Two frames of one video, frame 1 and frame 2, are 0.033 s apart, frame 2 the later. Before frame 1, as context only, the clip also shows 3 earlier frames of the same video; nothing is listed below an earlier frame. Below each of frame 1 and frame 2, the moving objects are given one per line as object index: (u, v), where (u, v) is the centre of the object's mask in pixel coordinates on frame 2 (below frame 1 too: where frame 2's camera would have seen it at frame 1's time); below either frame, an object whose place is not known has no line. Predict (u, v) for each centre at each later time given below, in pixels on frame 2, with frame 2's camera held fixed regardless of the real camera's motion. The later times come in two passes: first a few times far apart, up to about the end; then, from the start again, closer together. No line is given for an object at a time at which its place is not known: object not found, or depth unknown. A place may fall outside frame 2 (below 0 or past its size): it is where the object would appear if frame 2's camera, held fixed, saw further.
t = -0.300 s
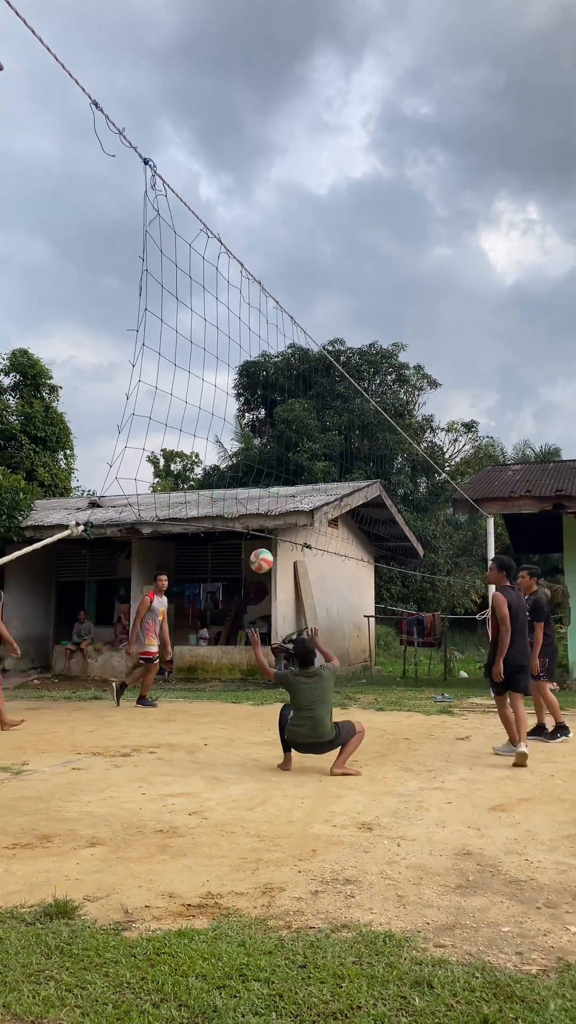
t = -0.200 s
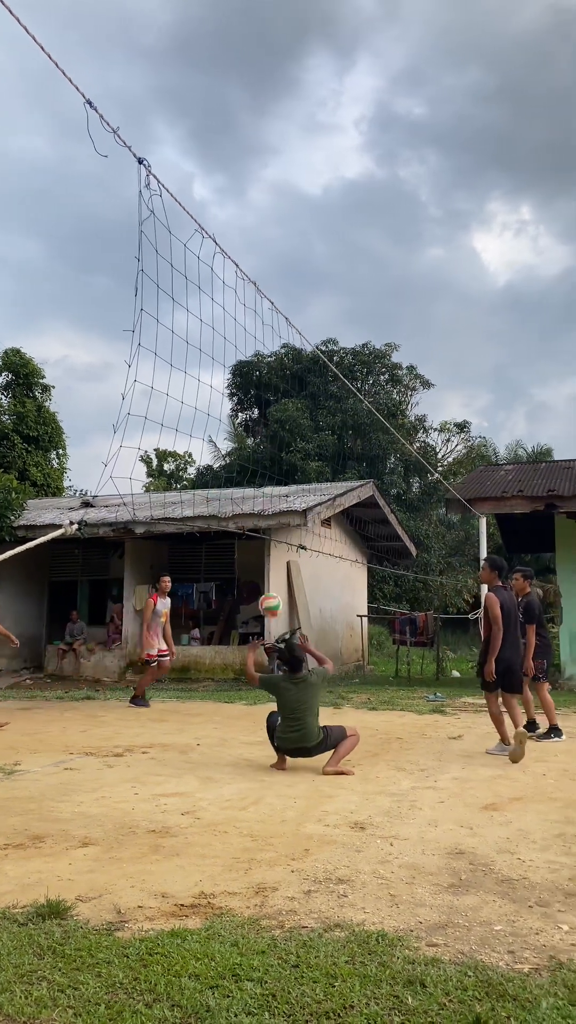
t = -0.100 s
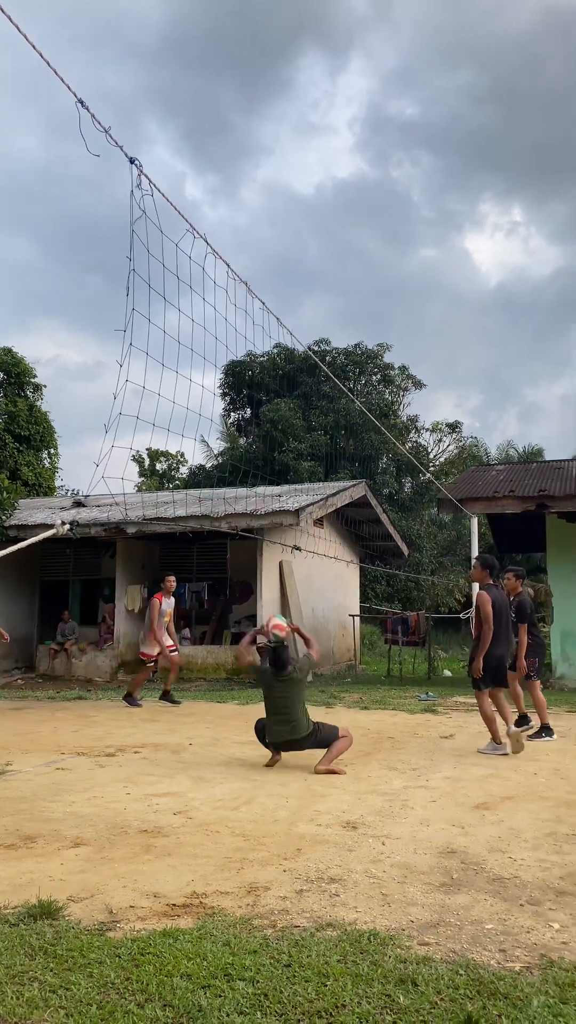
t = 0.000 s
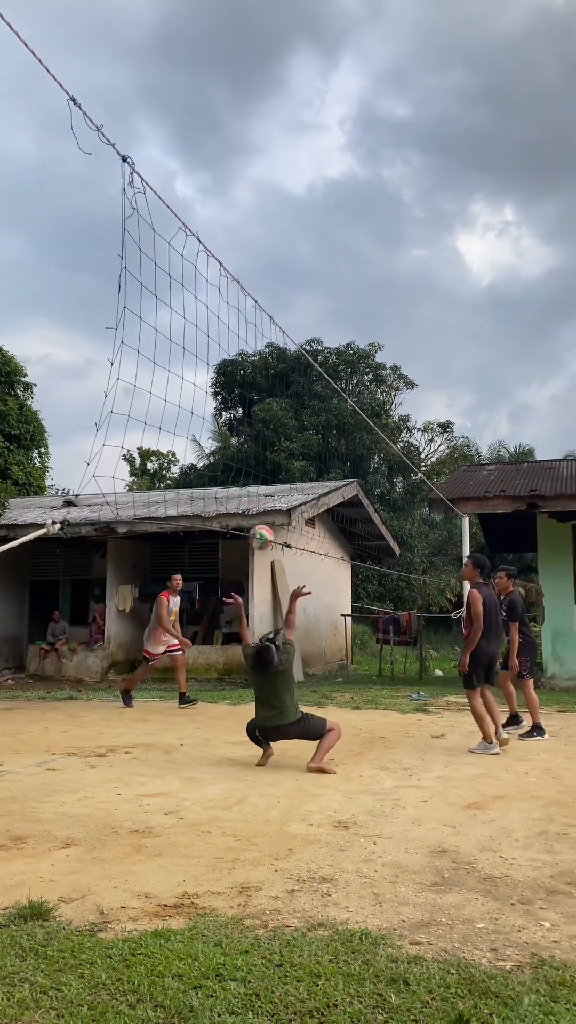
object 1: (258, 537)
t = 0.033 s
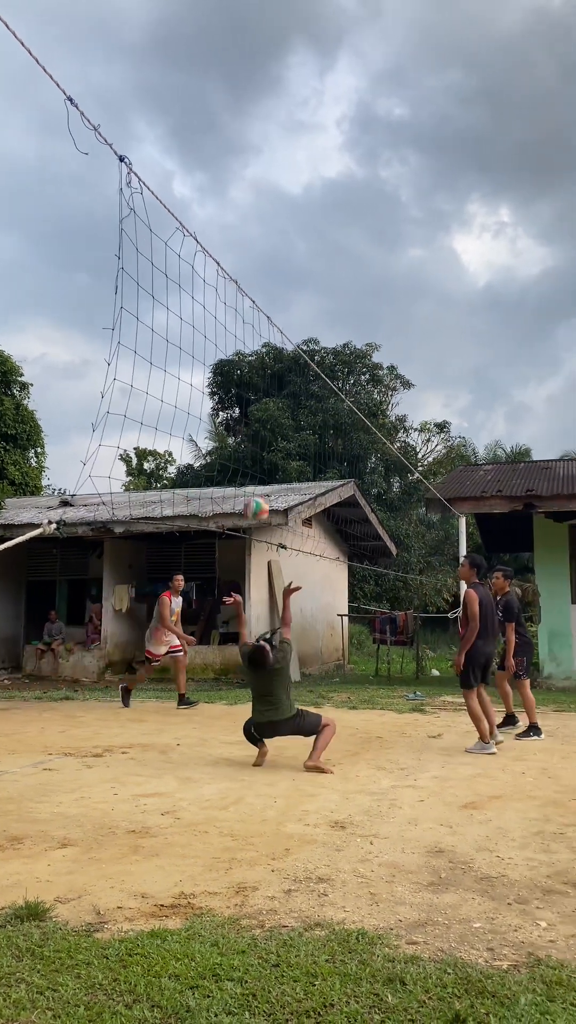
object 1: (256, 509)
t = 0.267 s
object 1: (241, 343)
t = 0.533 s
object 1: (222, 229)
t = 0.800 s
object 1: (202, 195)
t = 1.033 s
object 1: (183, 242)
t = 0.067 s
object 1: (254, 482)
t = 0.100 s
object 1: (252, 456)
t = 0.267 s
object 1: (241, 343)
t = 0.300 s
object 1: (238, 325)
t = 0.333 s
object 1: (236, 308)
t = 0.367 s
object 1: (234, 291)
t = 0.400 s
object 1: (232, 276)
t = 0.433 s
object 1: (230, 262)
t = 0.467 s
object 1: (227, 250)
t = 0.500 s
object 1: (225, 239)
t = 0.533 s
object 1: (222, 229)
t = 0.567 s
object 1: (220, 220)
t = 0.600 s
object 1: (217, 213)
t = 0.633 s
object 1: (215, 206)
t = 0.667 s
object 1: (212, 202)
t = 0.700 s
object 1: (210, 198)
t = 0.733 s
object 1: (207, 196)
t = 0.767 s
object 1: (204, 195)
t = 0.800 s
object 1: (202, 195)
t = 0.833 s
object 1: (199, 197)
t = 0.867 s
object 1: (197, 201)
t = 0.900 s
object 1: (194, 206)
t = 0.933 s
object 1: (192, 213)
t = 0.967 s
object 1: (189, 221)
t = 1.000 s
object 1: (186, 230)
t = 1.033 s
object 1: (183, 242)
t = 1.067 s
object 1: (180, 255)
